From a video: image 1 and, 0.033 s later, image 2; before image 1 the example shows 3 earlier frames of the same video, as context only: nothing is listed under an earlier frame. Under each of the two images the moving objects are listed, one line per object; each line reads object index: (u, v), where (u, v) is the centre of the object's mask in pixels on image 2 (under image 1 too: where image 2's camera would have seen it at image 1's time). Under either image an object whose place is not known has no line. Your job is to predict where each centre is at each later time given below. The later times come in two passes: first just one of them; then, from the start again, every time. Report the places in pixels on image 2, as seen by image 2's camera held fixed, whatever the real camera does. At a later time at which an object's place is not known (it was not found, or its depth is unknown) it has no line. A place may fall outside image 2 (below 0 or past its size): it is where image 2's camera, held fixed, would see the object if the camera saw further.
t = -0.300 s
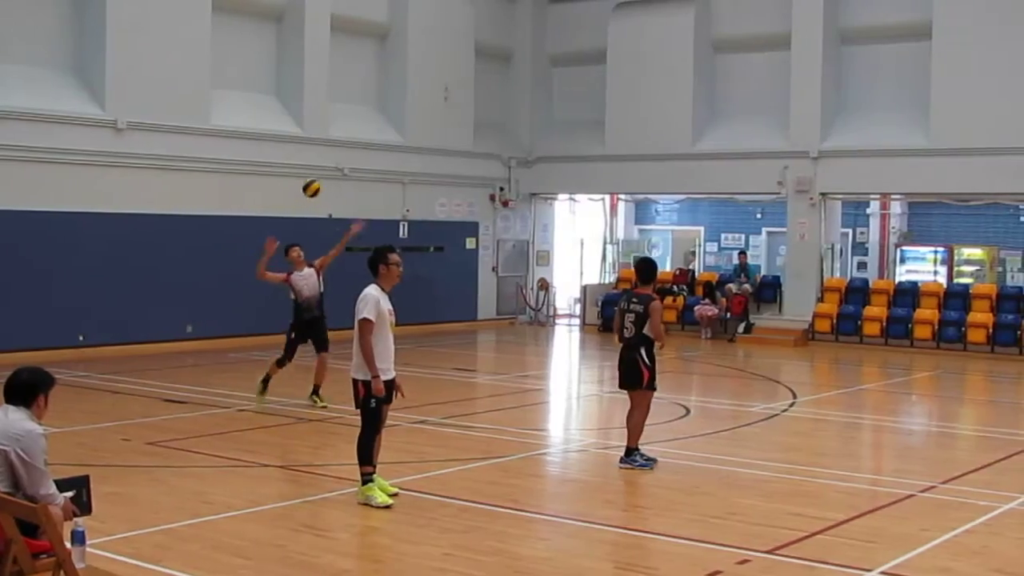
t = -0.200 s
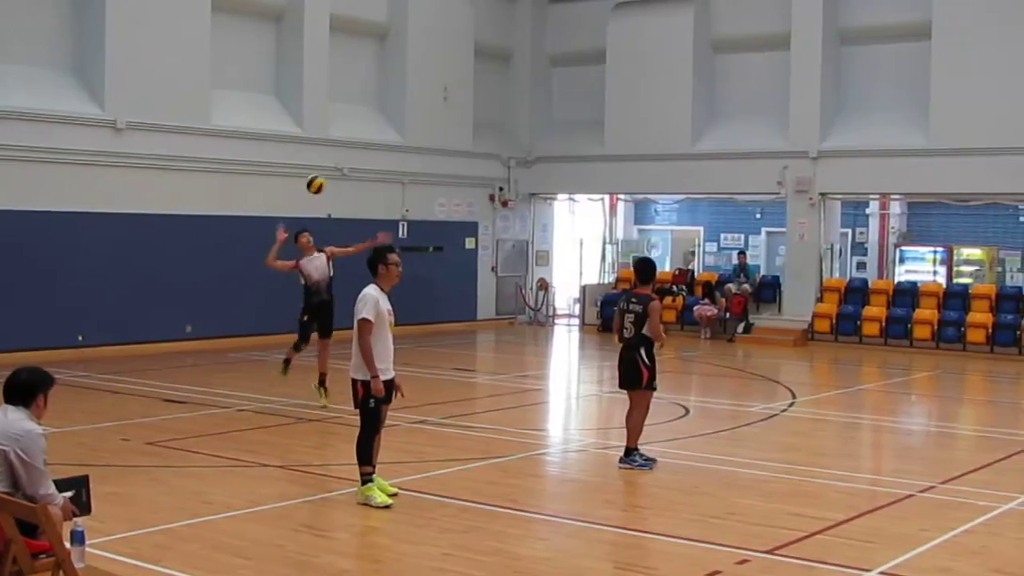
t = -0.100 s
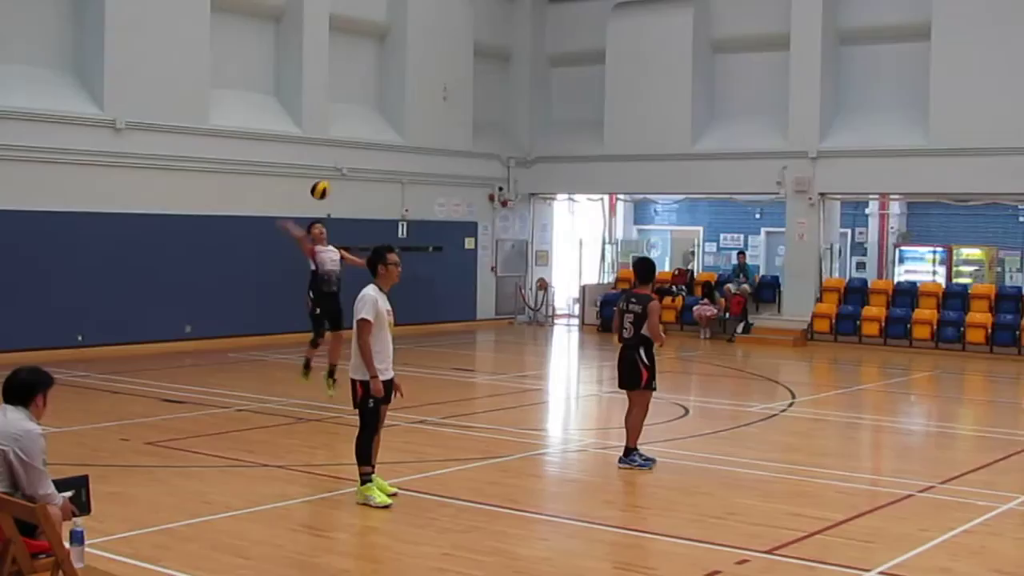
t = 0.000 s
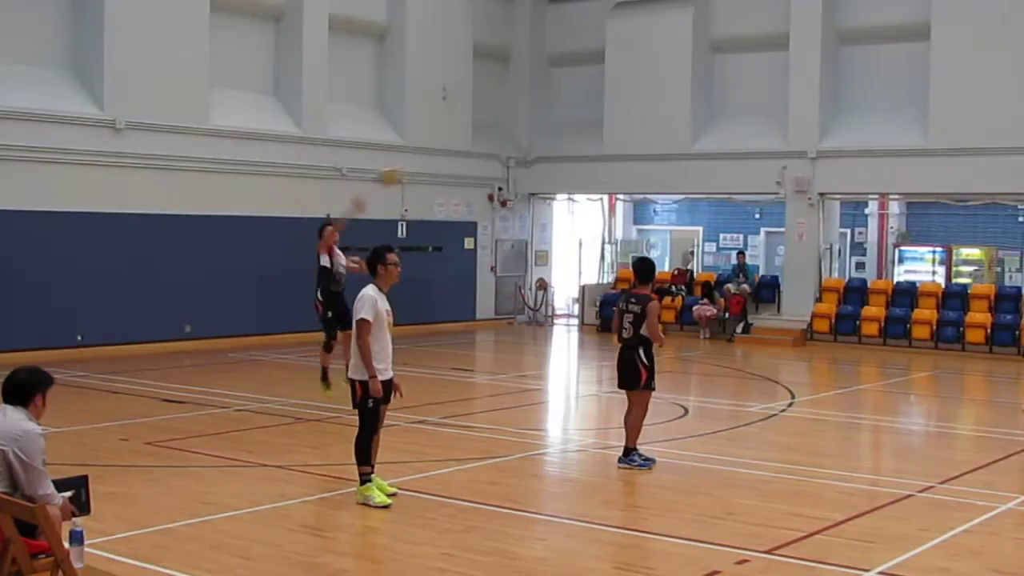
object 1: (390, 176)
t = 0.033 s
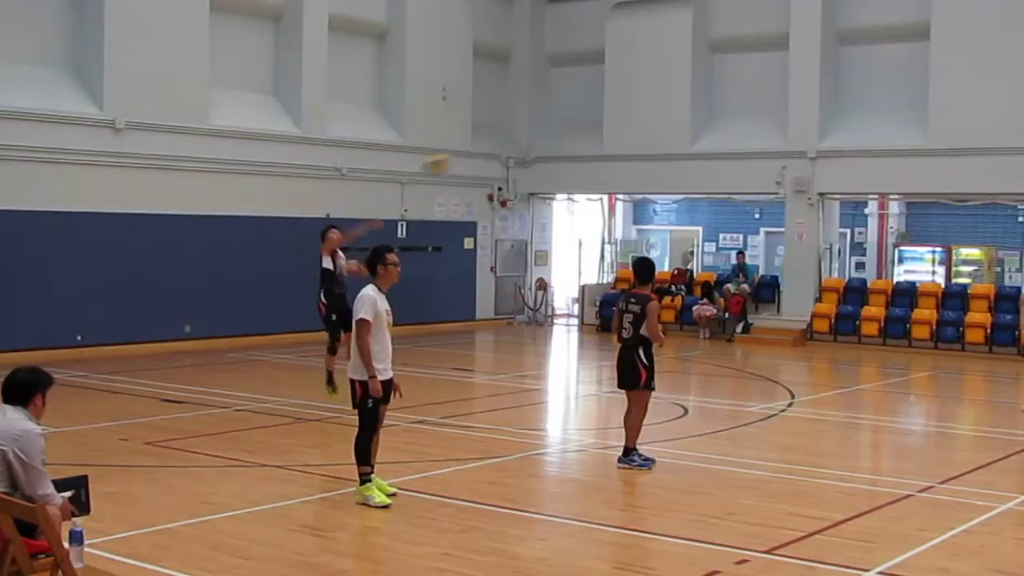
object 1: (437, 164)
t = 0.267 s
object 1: (779, 101)
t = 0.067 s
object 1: (486, 152)
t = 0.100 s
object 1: (532, 142)
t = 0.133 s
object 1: (579, 131)
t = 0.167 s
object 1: (630, 122)
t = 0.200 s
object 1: (681, 114)
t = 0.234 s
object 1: (730, 108)
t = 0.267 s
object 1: (779, 101)
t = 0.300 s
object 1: (831, 95)
